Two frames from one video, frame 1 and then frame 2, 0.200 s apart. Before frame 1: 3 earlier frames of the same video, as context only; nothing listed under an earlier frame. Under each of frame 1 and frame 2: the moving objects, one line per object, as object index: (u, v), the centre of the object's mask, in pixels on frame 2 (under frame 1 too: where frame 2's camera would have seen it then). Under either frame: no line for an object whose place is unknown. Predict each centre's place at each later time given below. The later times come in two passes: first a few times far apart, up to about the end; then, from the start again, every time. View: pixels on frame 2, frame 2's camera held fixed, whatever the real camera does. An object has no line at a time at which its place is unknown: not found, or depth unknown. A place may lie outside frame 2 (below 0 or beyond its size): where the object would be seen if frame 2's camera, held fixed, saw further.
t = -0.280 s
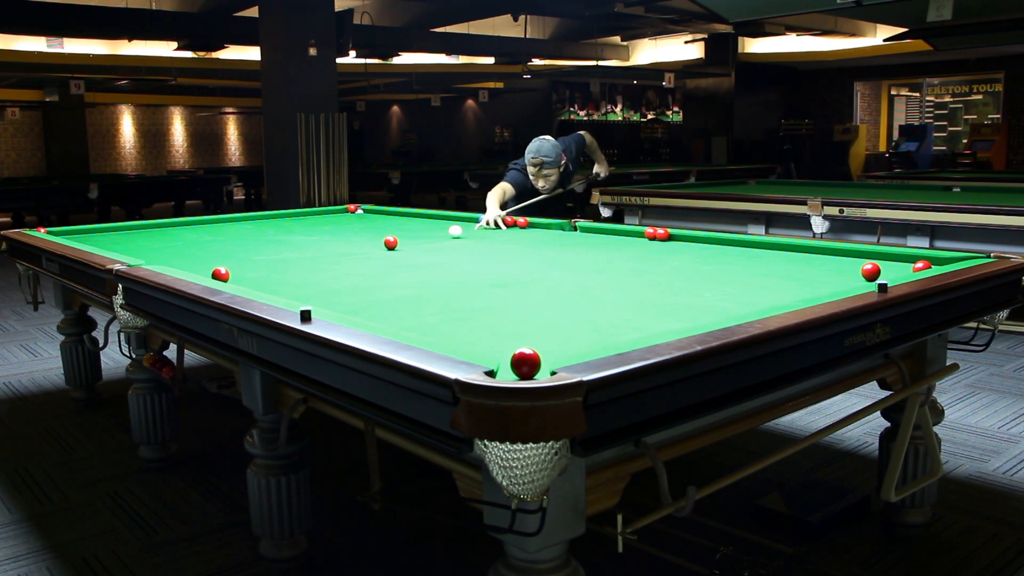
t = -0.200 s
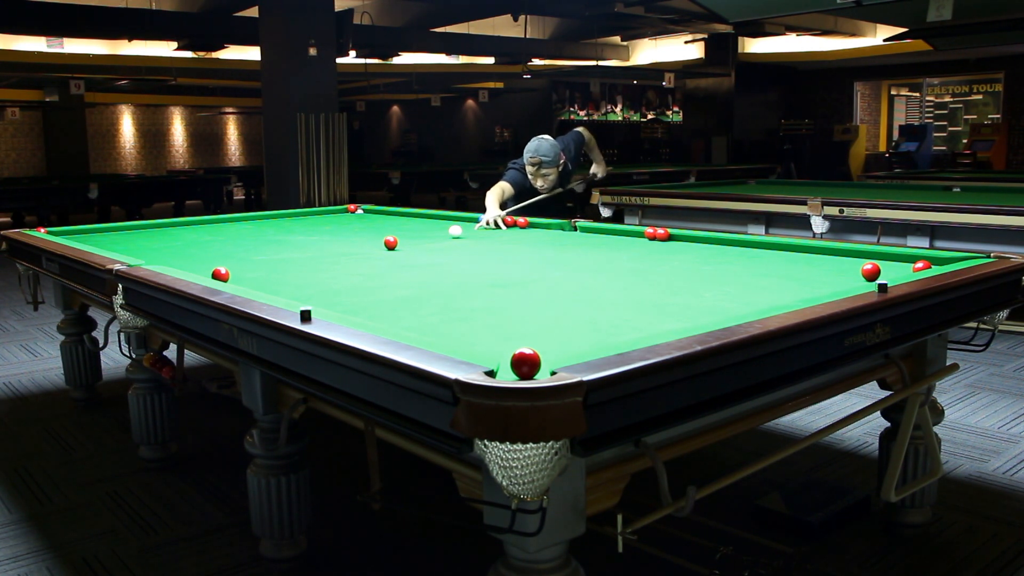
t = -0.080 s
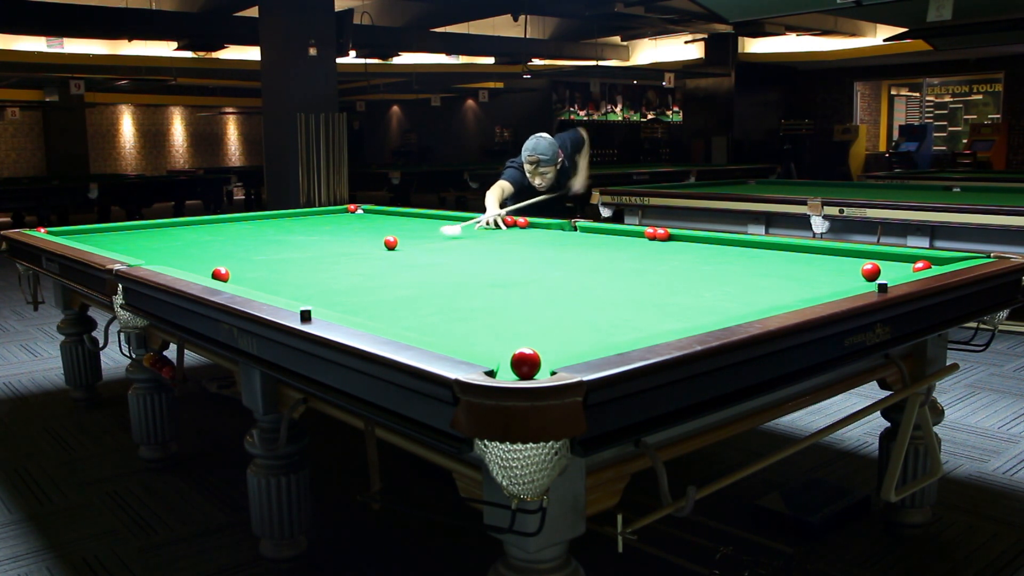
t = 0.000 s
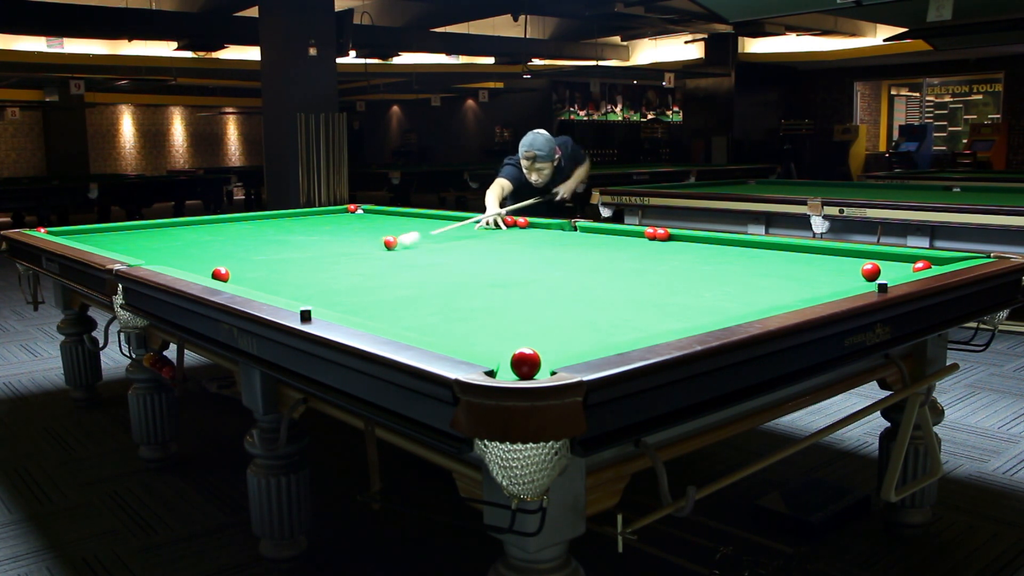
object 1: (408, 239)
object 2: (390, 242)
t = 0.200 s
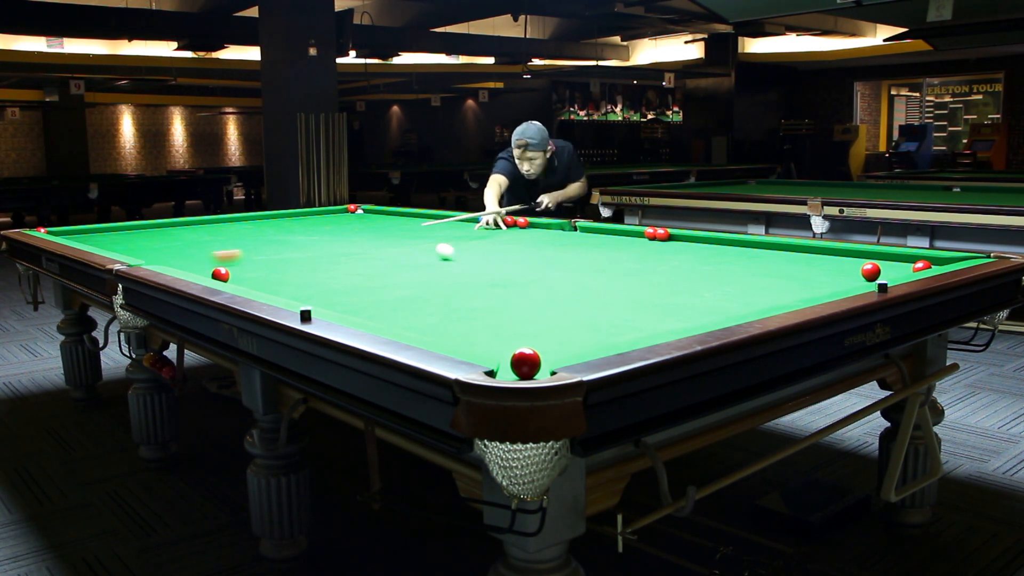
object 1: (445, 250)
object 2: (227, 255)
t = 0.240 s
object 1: (452, 253)
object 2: (193, 258)
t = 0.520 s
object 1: (481, 280)
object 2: (283, 256)
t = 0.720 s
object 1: (500, 311)
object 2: (380, 251)
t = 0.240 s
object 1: (452, 253)
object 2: (193, 258)
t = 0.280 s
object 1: (458, 255)
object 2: (160, 260)
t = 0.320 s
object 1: (464, 259)
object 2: (173, 261)
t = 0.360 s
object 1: (468, 262)
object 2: (198, 260)
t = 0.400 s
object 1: (472, 266)
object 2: (221, 258)
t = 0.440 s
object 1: (475, 270)
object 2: (243, 258)
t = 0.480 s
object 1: (478, 276)
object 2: (264, 257)
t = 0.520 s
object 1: (481, 280)
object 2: (283, 256)
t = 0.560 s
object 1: (484, 286)
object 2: (303, 255)
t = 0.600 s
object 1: (488, 291)
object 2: (323, 254)
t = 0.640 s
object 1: (492, 298)
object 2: (342, 253)
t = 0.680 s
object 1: (496, 304)
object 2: (361, 251)
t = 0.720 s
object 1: (500, 311)
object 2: (380, 251)
